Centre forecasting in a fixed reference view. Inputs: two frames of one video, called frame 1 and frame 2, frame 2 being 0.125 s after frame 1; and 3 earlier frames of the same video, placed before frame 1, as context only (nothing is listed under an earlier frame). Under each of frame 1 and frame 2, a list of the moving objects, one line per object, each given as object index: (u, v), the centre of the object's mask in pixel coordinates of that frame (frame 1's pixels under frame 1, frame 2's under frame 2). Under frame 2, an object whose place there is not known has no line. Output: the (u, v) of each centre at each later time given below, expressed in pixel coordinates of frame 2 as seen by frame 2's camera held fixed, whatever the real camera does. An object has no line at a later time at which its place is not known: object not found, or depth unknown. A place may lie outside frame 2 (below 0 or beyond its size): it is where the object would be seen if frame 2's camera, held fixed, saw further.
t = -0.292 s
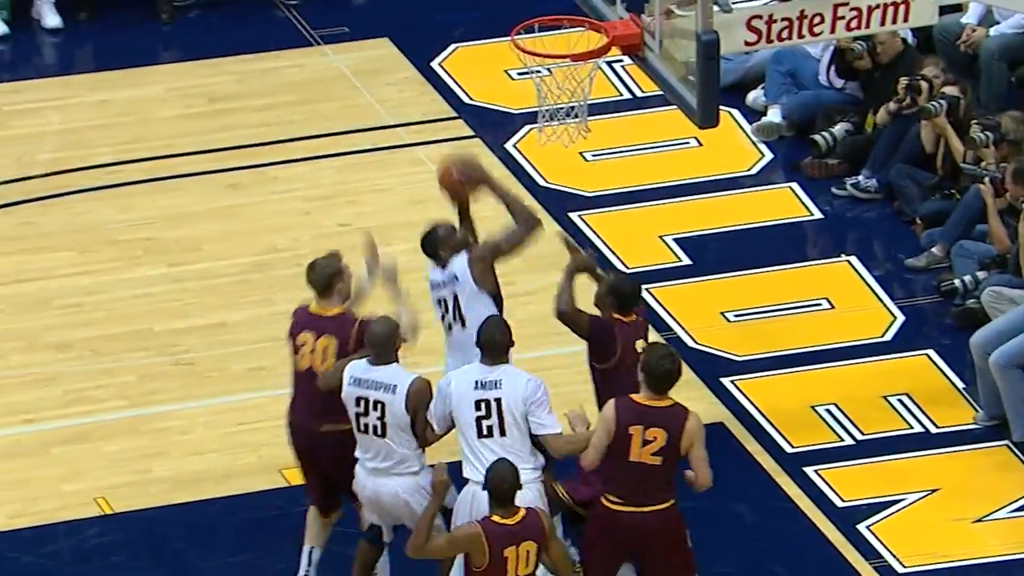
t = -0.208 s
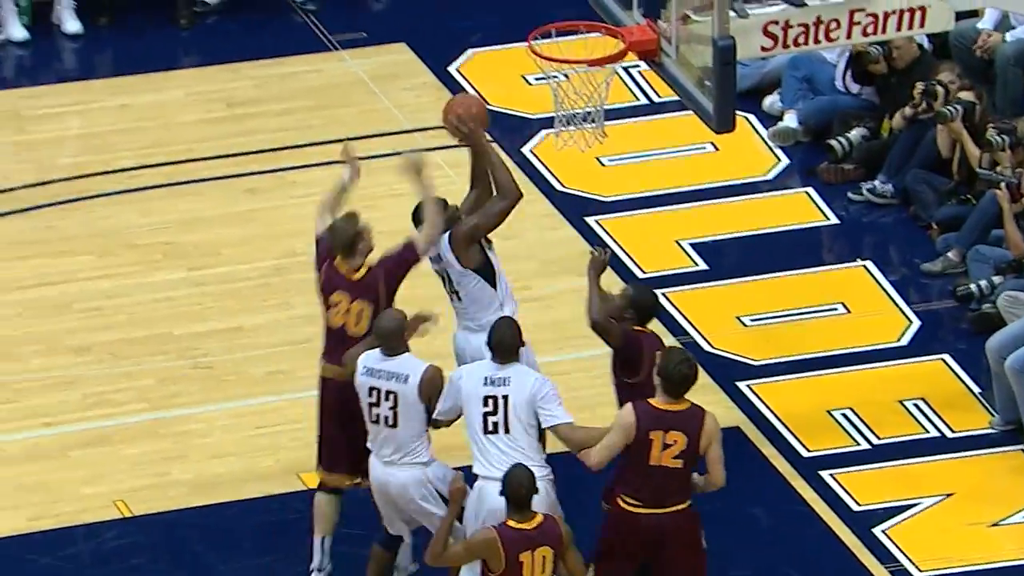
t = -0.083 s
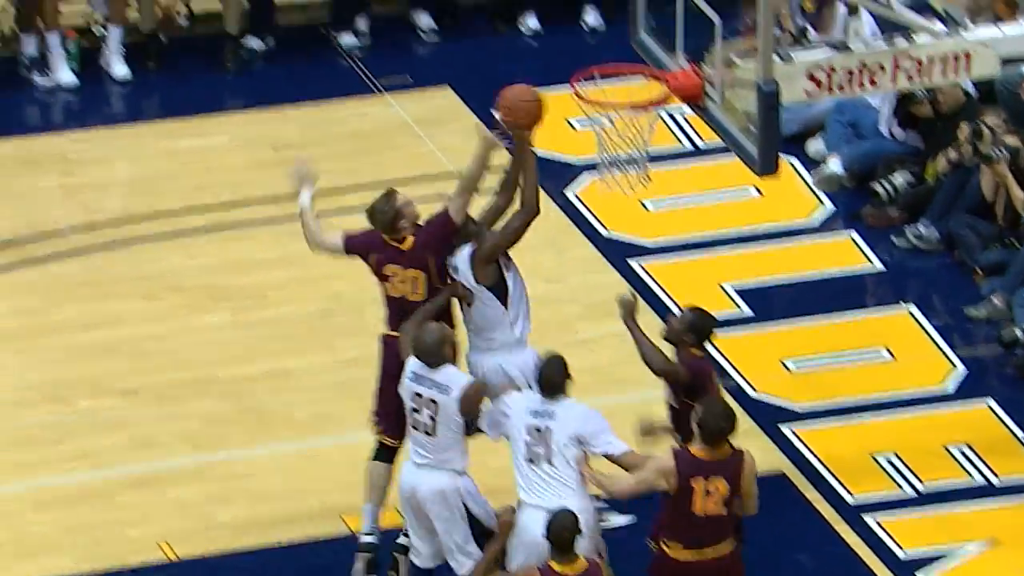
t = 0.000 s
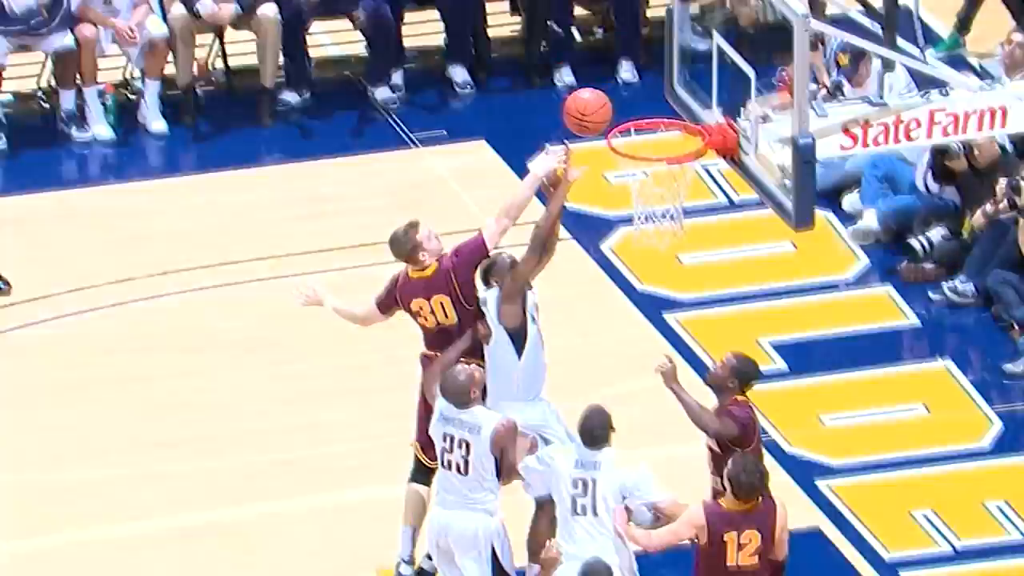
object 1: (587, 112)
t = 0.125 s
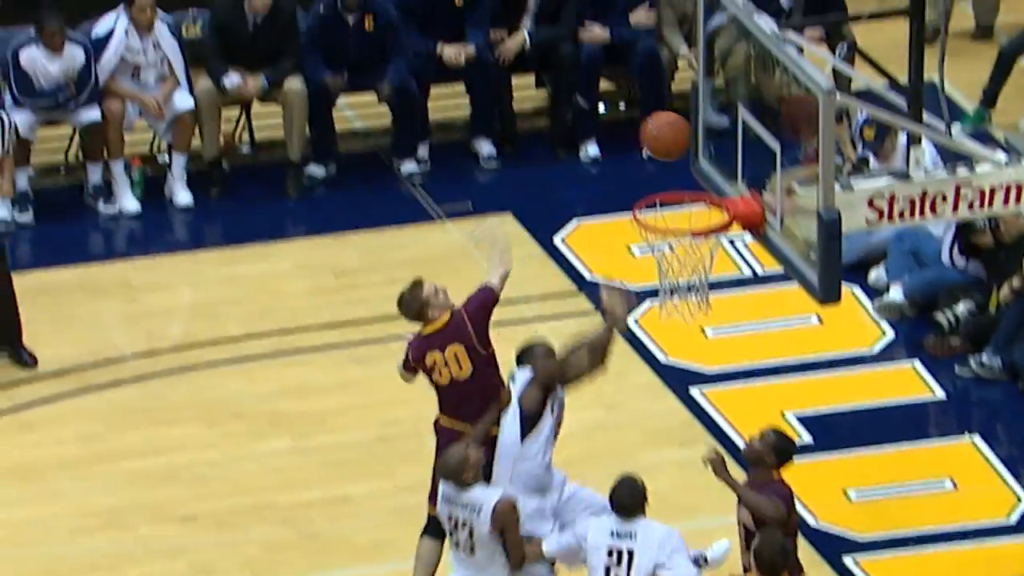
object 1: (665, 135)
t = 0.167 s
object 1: (688, 122)
